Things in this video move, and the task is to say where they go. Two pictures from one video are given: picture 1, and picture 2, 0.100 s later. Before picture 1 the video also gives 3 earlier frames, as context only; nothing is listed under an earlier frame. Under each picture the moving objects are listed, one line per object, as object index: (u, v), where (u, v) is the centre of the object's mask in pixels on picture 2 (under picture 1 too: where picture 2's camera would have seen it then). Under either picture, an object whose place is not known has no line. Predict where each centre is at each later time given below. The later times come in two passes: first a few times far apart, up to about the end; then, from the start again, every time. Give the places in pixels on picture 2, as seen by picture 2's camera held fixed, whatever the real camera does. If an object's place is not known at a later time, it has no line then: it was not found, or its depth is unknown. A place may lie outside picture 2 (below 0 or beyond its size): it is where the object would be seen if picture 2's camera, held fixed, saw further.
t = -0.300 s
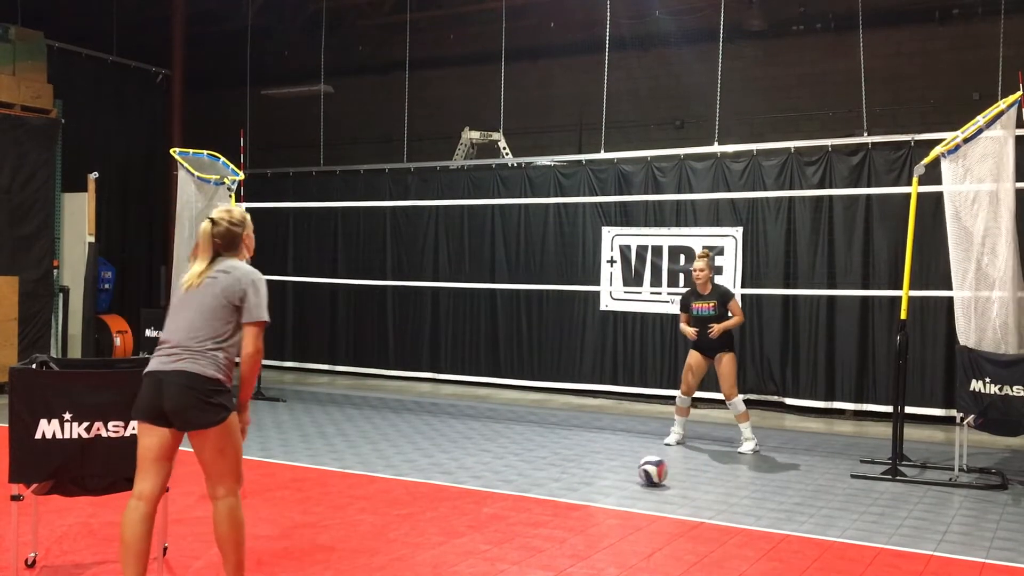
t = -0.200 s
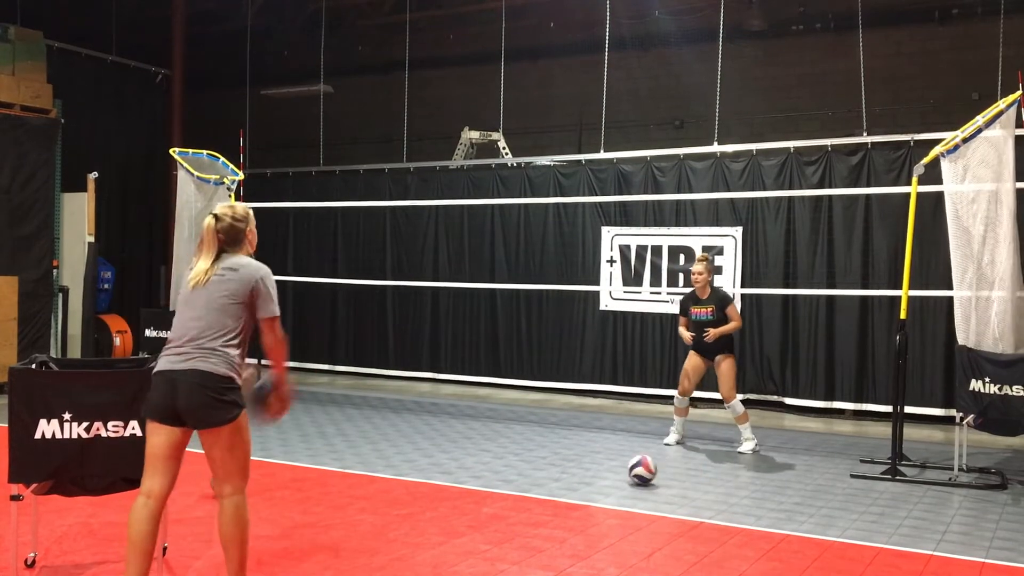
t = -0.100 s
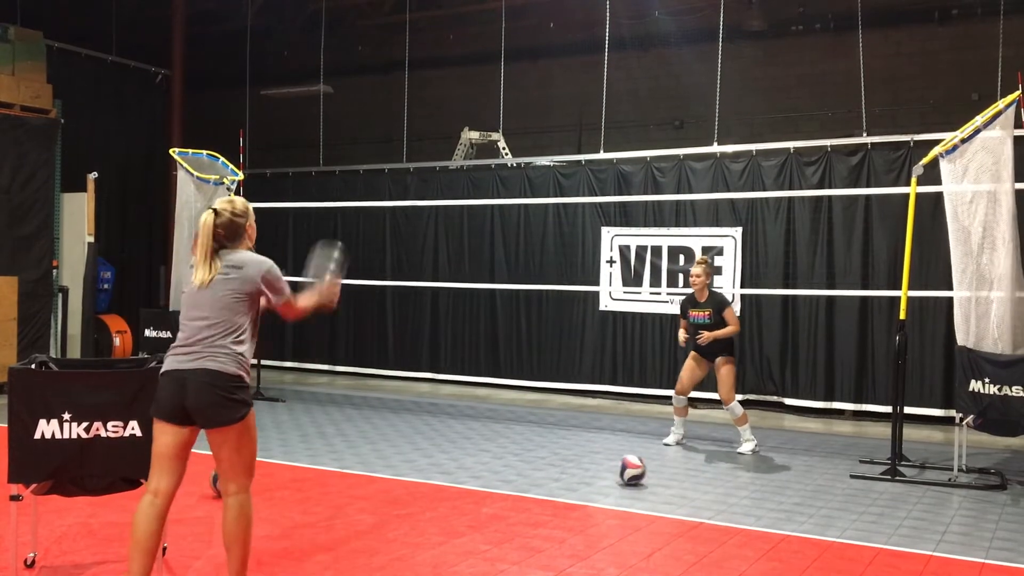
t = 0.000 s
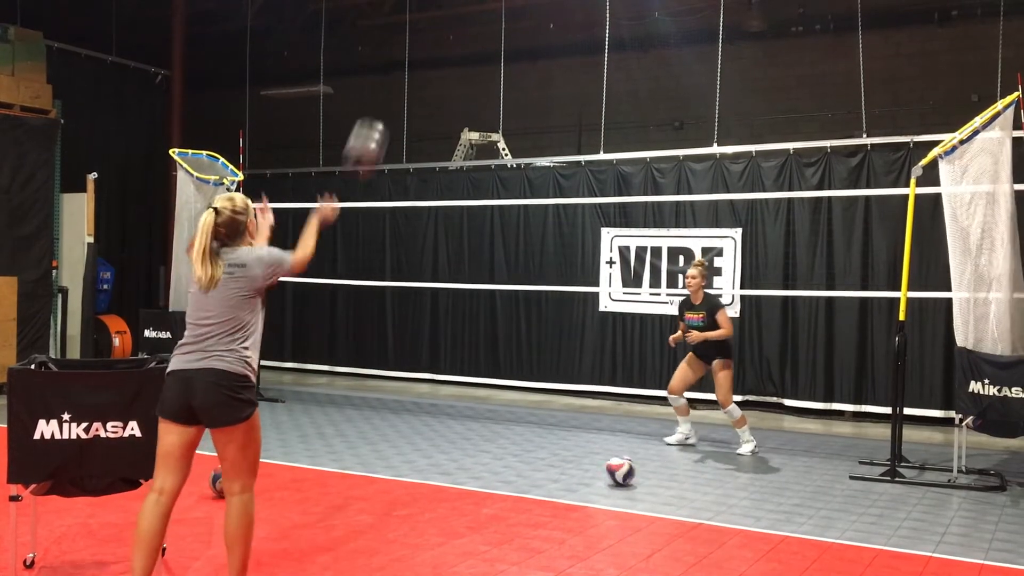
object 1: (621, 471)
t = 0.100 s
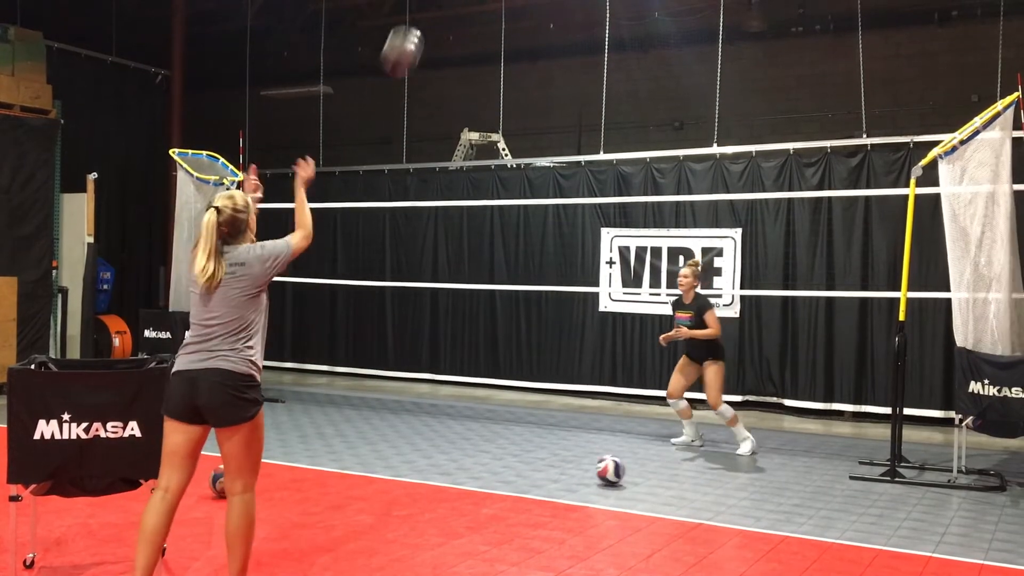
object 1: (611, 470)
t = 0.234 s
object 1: (597, 470)
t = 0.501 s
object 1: (571, 469)
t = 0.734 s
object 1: (549, 469)
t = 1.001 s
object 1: (525, 467)
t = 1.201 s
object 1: (507, 467)
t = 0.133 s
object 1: (607, 470)
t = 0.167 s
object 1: (603, 470)
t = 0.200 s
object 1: (600, 470)
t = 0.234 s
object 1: (597, 470)
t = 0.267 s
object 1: (593, 470)
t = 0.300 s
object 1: (590, 470)
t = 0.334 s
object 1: (587, 470)
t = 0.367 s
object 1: (583, 470)
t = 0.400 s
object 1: (580, 470)
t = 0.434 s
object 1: (577, 470)
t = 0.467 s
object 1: (574, 469)
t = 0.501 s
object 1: (571, 469)
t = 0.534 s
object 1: (567, 469)
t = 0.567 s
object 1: (565, 469)
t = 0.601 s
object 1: (561, 469)
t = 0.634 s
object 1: (558, 469)
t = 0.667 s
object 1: (555, 469)
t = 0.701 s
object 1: (553, 469)
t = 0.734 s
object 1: (549, 469)
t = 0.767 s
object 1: (546, 468)
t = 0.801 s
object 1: (543, 468)
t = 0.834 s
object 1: (540, 469)
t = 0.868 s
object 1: (537, 468)
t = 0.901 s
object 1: (534, 468)
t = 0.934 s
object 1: (531, 468)
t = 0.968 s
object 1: (528, 467)
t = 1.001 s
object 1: (525, 467)
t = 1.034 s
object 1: (522, 467)
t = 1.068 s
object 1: (519, 467)
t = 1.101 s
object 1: (516, 467)
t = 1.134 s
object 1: (512, 468)
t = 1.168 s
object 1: (509, 467)
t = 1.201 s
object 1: (507, 467)
